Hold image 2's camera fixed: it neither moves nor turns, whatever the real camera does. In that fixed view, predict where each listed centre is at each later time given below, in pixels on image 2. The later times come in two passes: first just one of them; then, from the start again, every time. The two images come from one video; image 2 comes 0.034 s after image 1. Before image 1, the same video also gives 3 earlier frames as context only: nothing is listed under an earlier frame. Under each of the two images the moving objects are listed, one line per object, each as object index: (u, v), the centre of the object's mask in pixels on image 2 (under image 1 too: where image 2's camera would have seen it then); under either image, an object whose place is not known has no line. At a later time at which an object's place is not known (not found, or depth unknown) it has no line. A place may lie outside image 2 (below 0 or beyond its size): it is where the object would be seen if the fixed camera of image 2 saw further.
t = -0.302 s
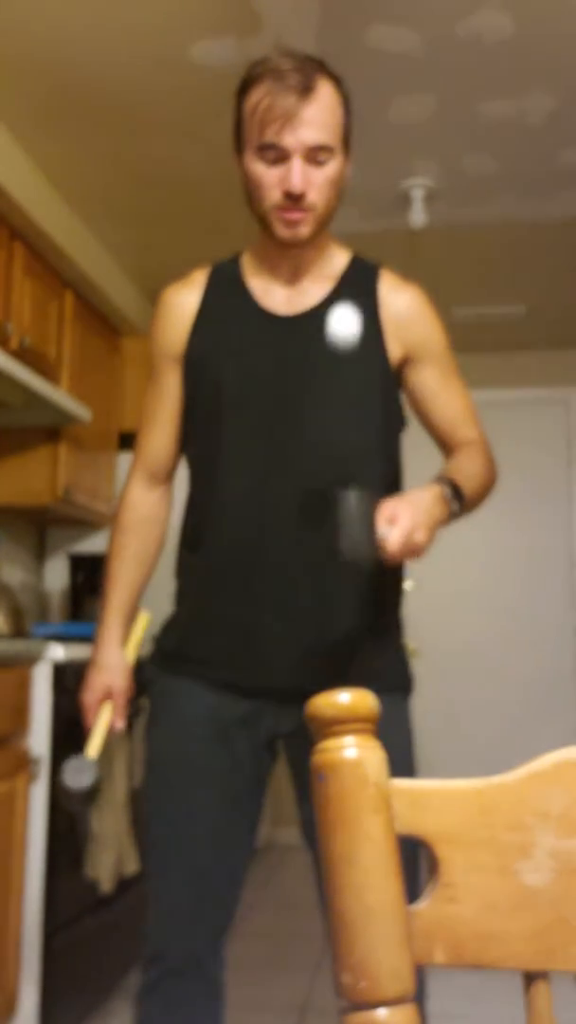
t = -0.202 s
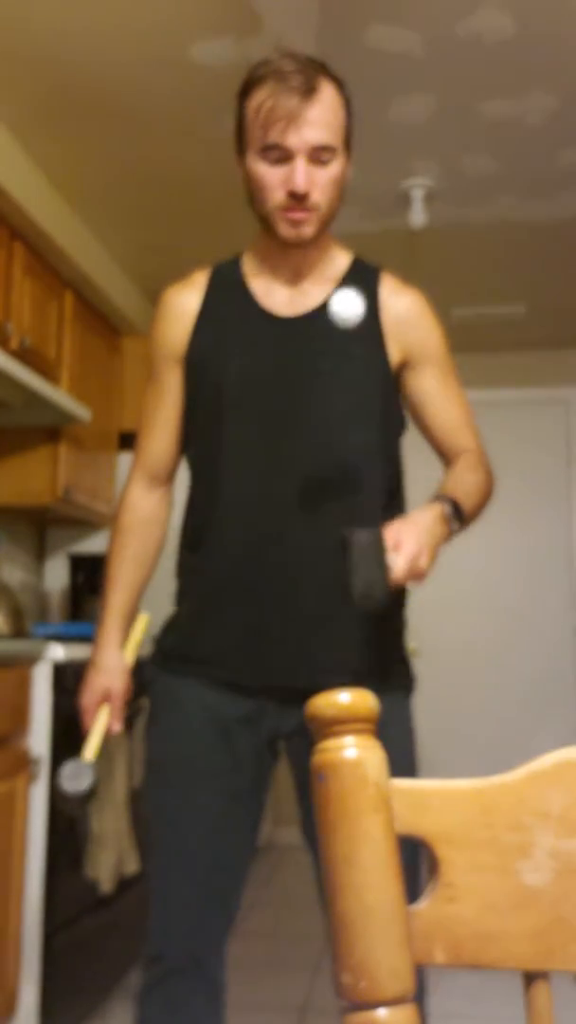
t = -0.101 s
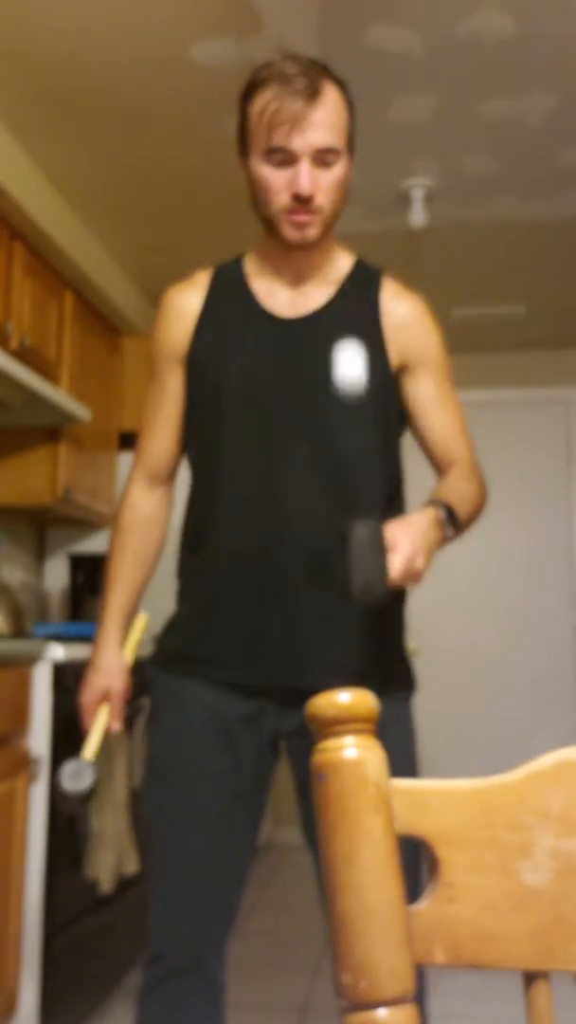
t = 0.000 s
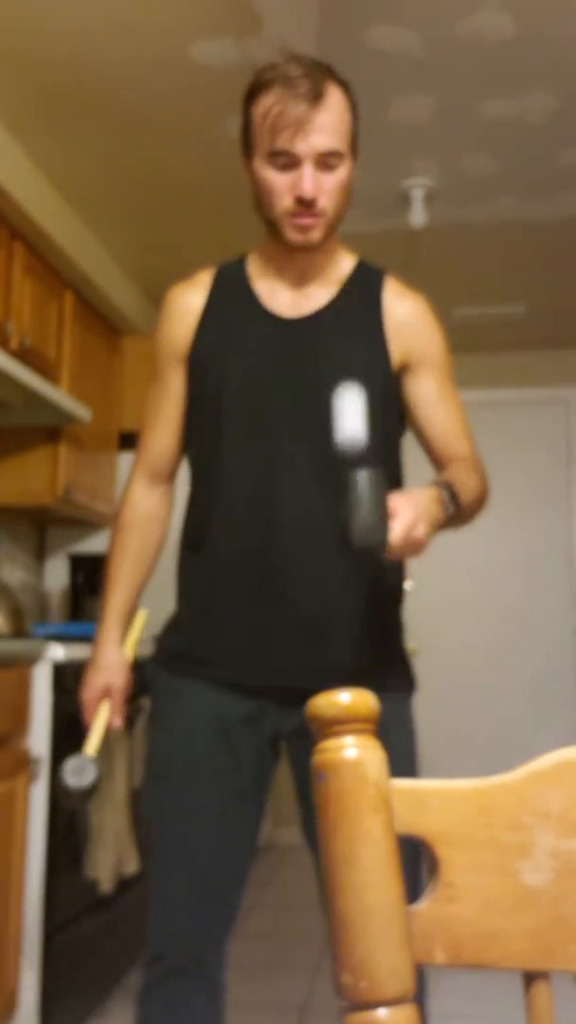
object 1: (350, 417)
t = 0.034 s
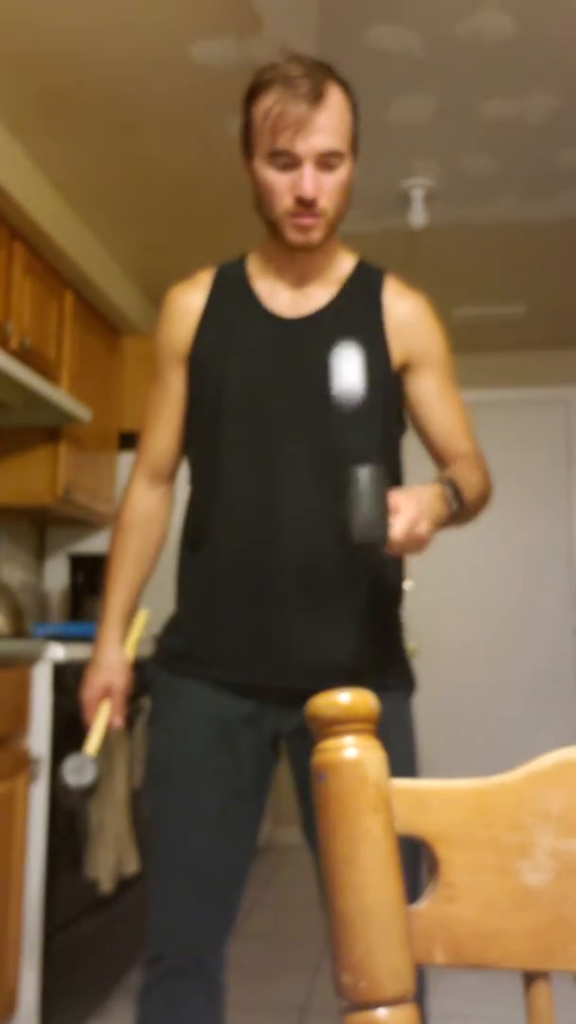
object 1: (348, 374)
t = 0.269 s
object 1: (333, 314)
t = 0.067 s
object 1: (346, 339)
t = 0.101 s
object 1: (344, 314)
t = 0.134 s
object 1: (343, 296)
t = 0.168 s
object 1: (340, 287)
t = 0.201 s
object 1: (338, 287)
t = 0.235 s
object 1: (336, 296)
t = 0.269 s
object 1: (333, 314)
